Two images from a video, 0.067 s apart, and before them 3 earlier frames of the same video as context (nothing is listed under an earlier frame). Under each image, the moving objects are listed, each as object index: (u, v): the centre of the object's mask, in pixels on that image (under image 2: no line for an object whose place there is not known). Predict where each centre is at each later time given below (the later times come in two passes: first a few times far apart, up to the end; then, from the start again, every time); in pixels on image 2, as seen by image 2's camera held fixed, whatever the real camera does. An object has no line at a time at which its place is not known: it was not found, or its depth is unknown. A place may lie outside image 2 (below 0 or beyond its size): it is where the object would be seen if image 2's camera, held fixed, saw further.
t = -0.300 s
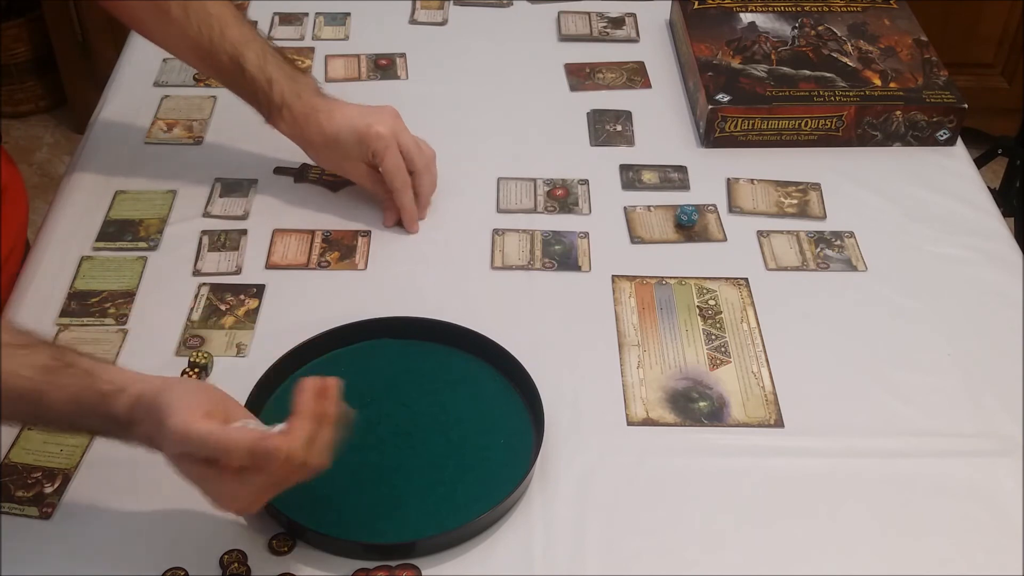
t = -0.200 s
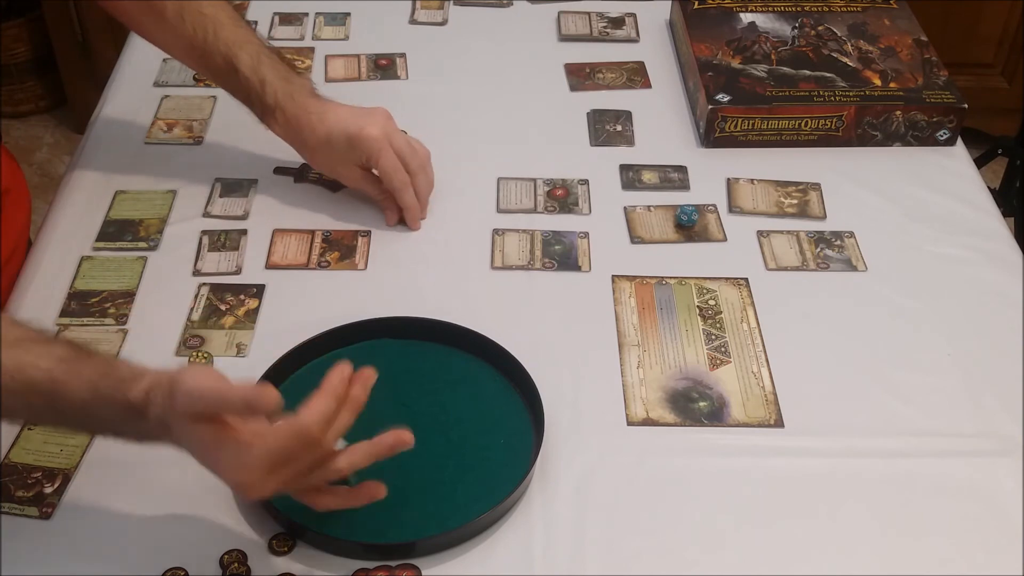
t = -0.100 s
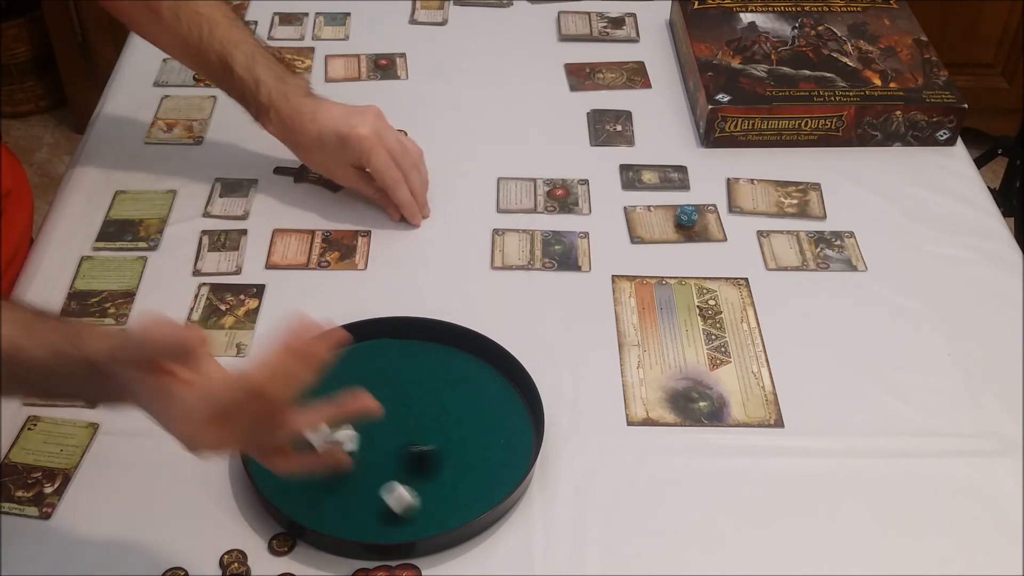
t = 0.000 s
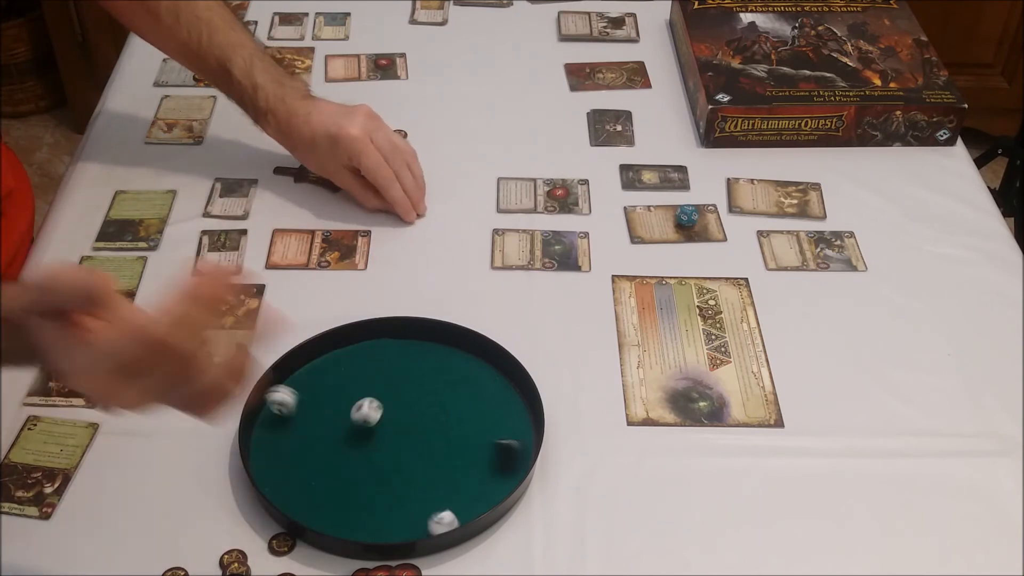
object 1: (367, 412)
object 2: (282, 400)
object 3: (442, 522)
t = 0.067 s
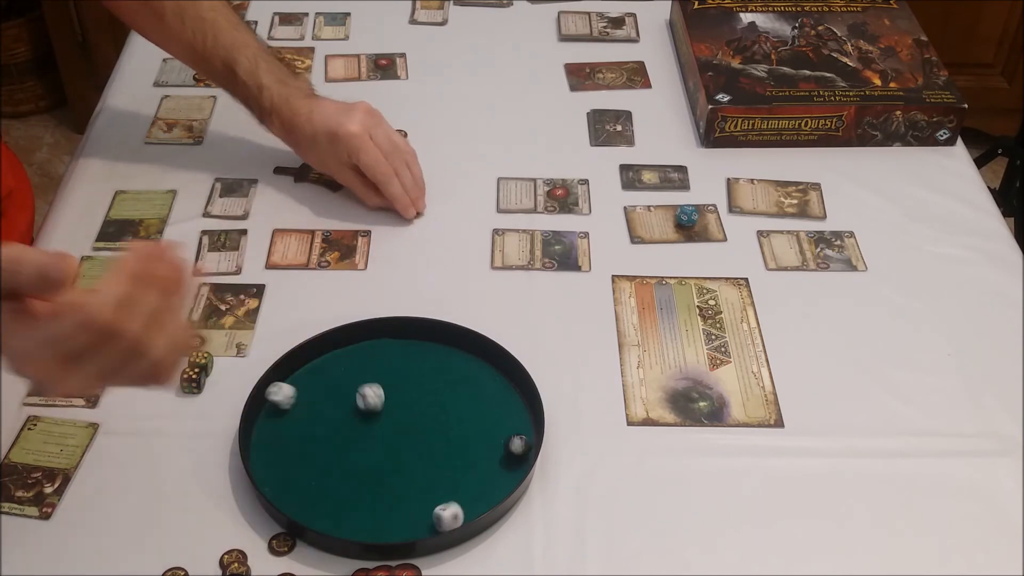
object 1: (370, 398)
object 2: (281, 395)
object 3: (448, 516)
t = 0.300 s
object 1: (339, 353)
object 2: (298, 391)
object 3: (462, 509)
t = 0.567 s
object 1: (336, 349)
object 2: (298, 392)
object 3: (462, 509)
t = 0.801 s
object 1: (336, 349)
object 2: (298, 391)
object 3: (462, 508)
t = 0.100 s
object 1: (367, 390)
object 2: (286, 393)
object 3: (449, 514)
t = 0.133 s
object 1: (360, 382)
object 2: (289, 390)
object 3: (451, 512)
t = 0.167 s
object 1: (354, 376)
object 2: (291, 388)
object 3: (455, 509)
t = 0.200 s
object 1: (348, 368)
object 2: (293, 389)
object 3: (458, 508)
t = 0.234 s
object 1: (343, 363)
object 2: (297, 391)
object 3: (459, 507)
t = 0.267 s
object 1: (341, 358)
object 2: (299, 391)
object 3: (462, 508)
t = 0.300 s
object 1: (339, 353)
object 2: (298, 391)
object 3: (462, 509)
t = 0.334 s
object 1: (337, 350)
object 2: (298, 391)
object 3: (462, 509)
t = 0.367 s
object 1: (336, 349)
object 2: (298, 391)
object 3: (462, 509)
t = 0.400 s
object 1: (336, 349)
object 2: (298, 391)
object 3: (462, 509)
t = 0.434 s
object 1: (336, 349)
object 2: (298, 391)
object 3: (462, 508)
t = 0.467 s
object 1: (336, 349)
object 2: (298, 391)
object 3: (462, 508)
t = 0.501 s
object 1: (336, 349)
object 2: (298, 391)
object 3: (462, 508)
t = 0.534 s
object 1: (336, 349)
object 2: (298, 391)
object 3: (462, 509)
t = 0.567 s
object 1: (336, 349)
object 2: (298, 392)
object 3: (462, 509)
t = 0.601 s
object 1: (336, 349)
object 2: (298, 391)
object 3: (462, 508)
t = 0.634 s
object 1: (336, 349)
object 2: (298, 391)
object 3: (462, 508)
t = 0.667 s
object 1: (336, 349)
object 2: (298, 391)
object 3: (462, 508)
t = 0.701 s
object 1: (336, 349)
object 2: (298, 392)
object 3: (462, 509)
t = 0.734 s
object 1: (336, 349)
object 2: (298, 391)
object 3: (462, 508)
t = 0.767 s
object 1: (336, 349)
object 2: (298, 392)
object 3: (462, 509)
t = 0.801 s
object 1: (336, 349)
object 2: (298, 391)
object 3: (462, 508)
